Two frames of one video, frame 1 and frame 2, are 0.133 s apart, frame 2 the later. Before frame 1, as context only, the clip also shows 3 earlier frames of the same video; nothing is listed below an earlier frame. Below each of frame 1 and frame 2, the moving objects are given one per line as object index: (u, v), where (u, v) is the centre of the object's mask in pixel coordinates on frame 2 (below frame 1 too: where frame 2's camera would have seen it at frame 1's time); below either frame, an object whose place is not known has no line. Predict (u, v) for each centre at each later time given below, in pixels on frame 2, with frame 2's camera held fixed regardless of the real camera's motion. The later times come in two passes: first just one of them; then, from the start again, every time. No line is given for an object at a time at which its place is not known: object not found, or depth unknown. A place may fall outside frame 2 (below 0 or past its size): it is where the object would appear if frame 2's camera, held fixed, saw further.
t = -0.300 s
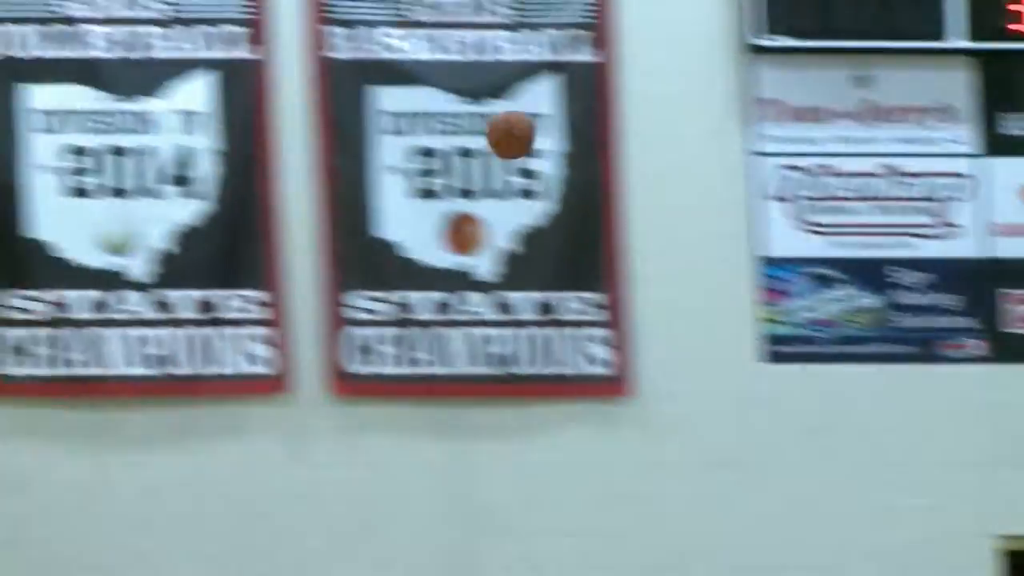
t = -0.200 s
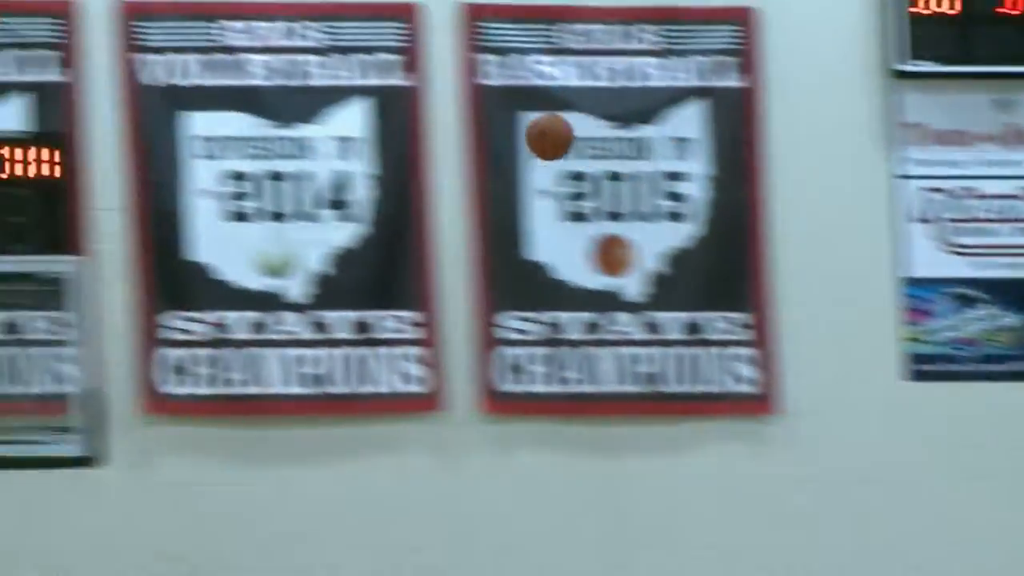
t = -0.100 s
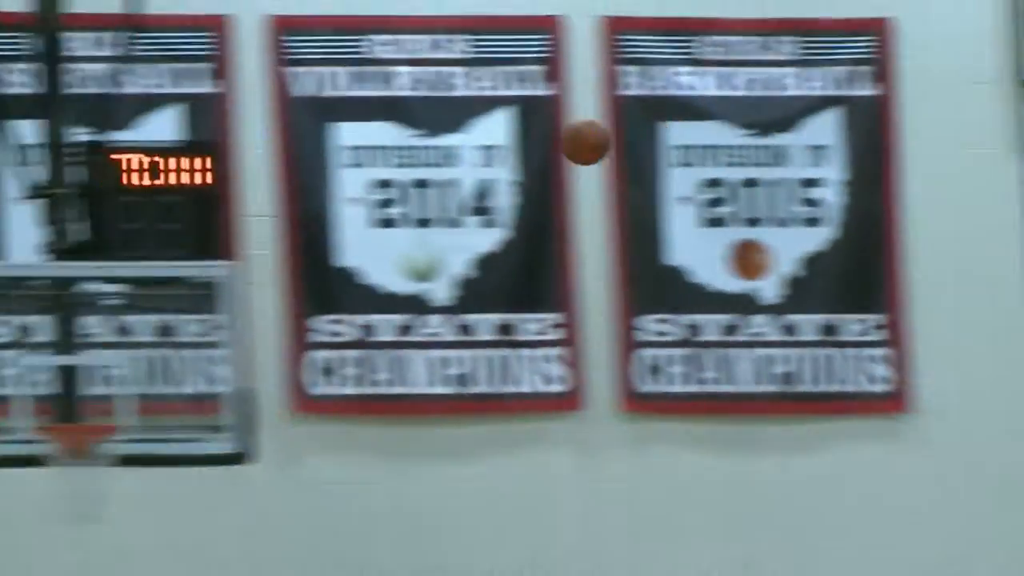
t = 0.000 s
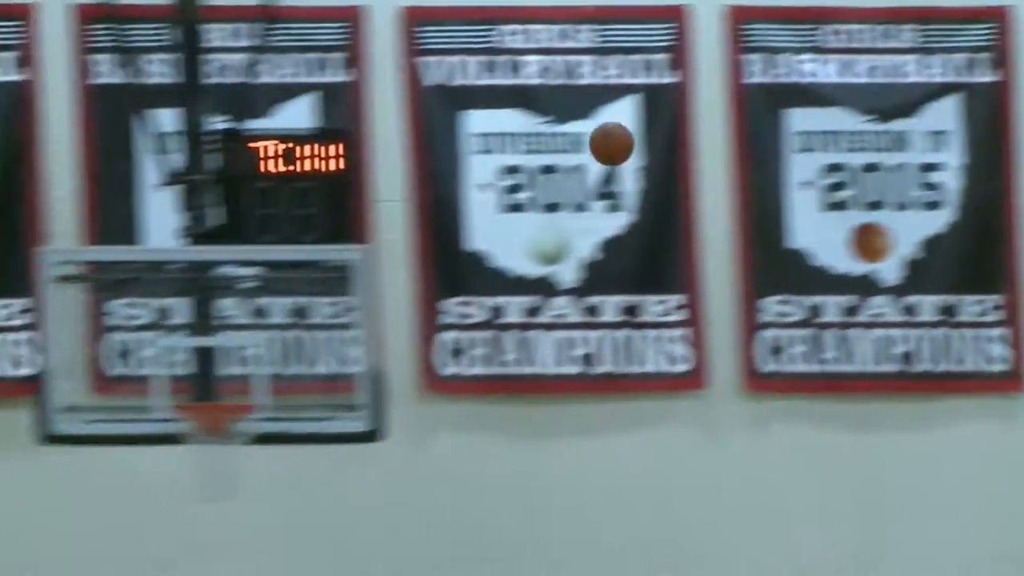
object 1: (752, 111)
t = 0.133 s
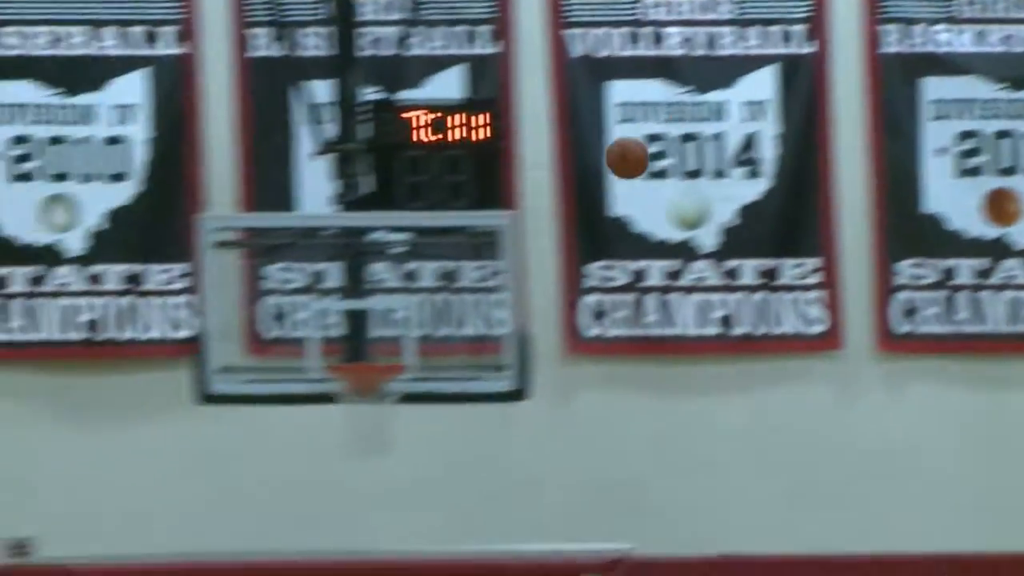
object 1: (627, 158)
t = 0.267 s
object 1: (507, 233)
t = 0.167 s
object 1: (597, 174)
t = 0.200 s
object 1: (566, 191)
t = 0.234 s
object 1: (537, 211)
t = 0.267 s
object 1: (507, 233)
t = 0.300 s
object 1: (479, 255)
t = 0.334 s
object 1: (449, 282)
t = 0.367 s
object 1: (420, 309)
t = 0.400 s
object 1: (389, 341)
